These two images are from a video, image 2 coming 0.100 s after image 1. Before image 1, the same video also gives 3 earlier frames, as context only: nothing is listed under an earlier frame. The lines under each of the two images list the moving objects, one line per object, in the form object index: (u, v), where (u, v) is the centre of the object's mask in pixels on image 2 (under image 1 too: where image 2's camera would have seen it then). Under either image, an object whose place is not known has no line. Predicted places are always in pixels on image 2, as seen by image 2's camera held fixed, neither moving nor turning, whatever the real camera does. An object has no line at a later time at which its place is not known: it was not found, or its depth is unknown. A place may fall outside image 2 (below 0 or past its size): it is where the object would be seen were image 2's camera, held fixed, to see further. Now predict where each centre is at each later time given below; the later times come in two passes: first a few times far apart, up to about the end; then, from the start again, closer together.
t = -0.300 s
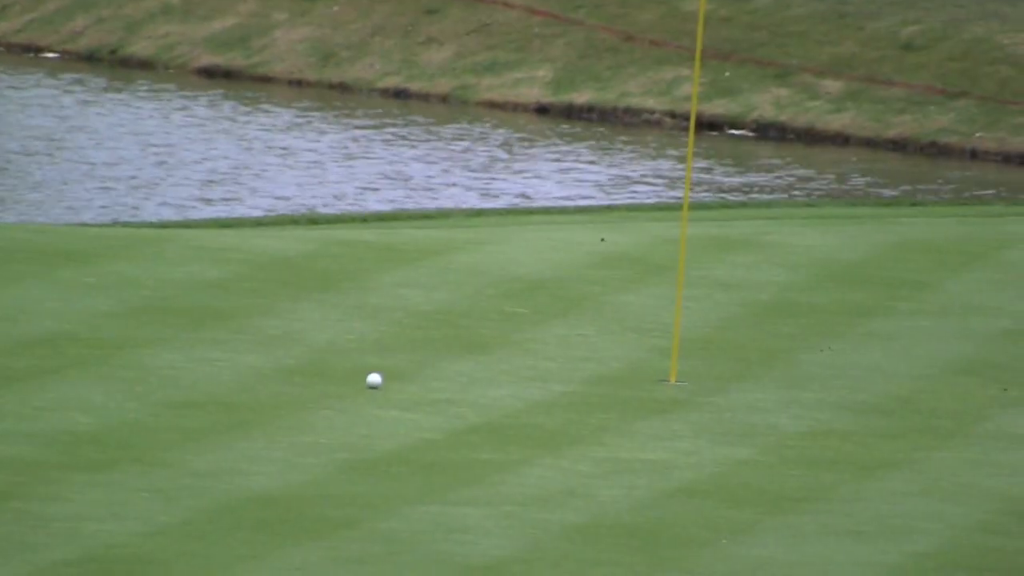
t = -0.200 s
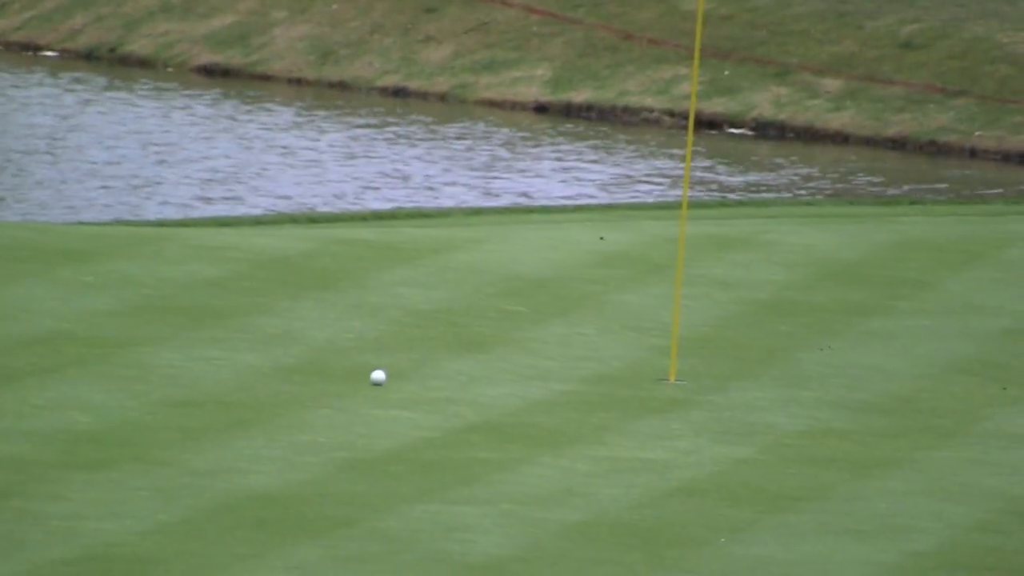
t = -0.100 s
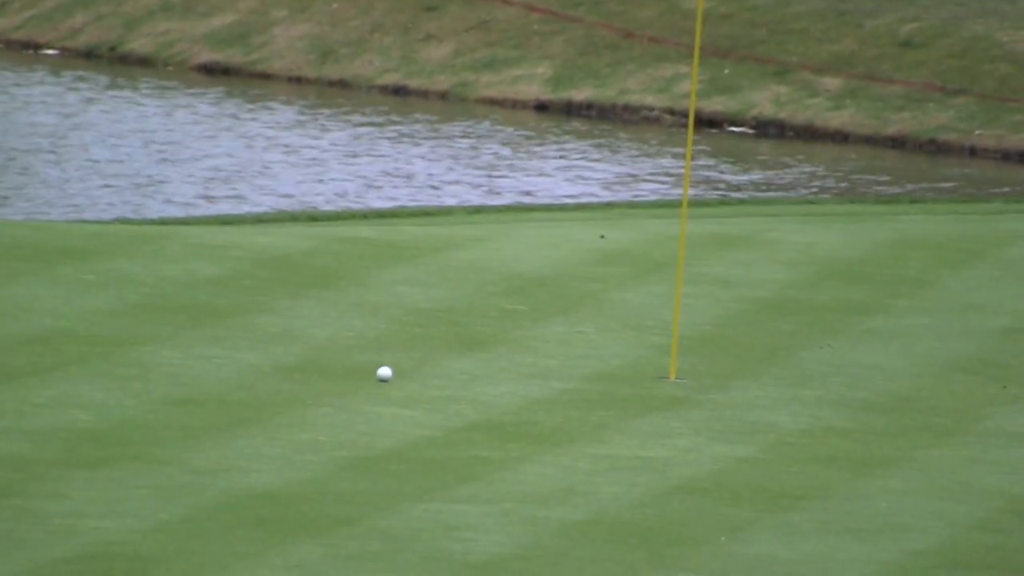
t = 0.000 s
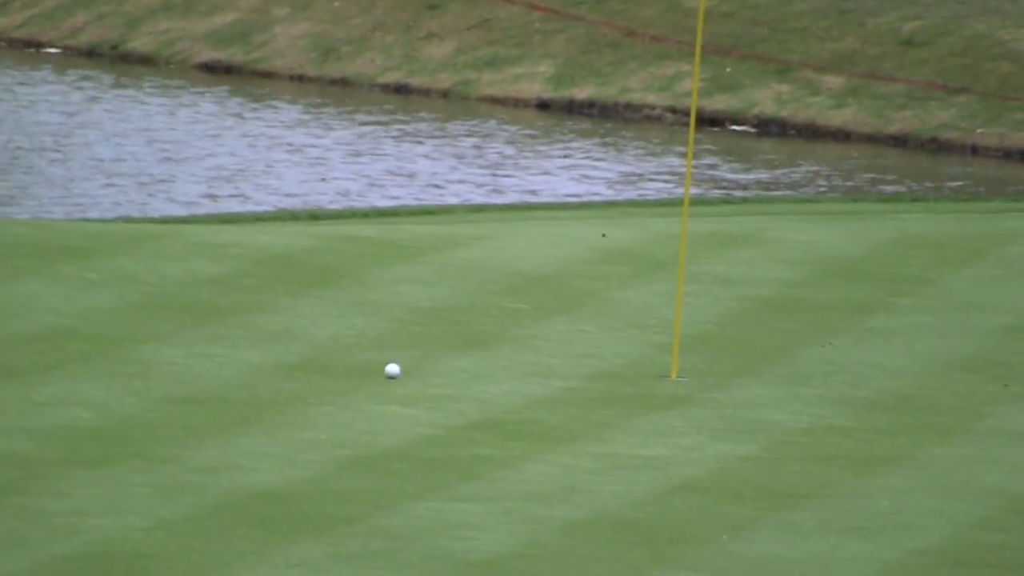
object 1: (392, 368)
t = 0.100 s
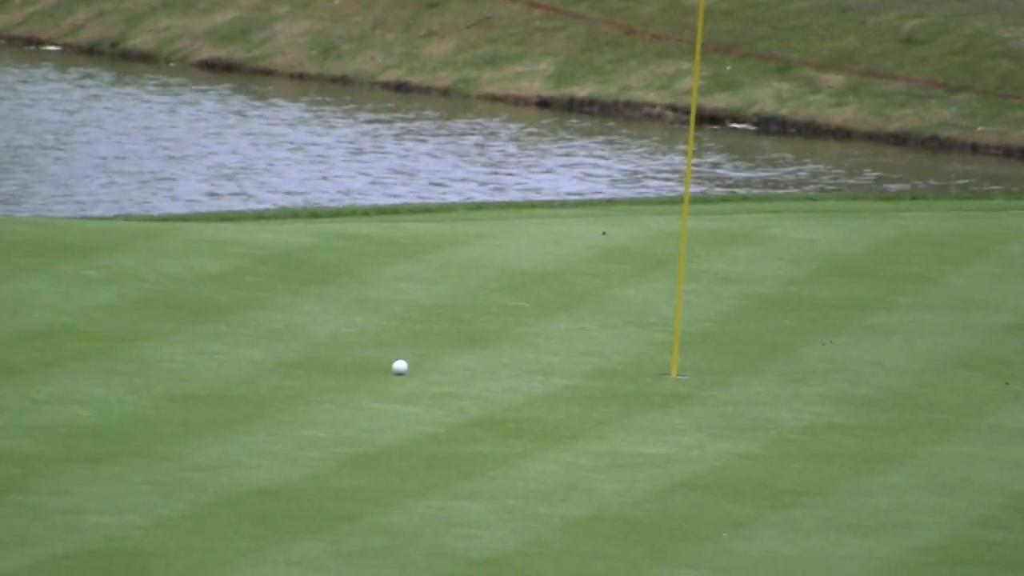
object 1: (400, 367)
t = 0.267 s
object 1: (413, 365)
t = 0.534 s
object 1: (437, 362)
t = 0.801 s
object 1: (463, 360)
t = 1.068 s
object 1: (491, 359)
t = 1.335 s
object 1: (519, 358)
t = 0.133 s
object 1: (403, 366)
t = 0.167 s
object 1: (405, 367)
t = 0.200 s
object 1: (408, 365)
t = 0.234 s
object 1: (411, 365)
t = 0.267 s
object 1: (413, 365)
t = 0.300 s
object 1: (416, 365)
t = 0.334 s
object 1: (419, 364)
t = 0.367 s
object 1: (422, 364)
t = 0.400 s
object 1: (426, 363)
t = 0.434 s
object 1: (429, 363)
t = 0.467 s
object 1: (432, 362)
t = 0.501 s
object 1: (434, 362)
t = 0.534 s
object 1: (437, 362)
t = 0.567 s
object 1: (440, 362)
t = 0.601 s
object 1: (444, 361)
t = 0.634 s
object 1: (447, 361)
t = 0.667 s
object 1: (450, 360)
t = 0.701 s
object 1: (454, 361)
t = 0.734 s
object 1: (457, 360)
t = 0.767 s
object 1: (460, 360)
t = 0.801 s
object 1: (463, 360)
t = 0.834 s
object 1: (467, 360)
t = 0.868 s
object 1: (470, 360)
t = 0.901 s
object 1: (474, 360)
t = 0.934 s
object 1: (477, 359)
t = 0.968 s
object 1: (481, 359)
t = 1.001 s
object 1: (484, 359)
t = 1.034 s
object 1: (488, 359)
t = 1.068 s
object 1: (491, 359)
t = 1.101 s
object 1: (495, 358)
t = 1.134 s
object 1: (498, 358)
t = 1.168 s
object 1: (502, 358)
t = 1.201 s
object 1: (505, 358)
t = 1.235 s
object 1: (509, 358)
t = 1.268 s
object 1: (512, 358)
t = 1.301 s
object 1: (515, 358)
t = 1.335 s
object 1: (519, 358)
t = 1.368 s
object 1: (522, 357)
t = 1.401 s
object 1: (525, 357)
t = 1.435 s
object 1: (529, 357)
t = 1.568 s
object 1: (542, 357)
